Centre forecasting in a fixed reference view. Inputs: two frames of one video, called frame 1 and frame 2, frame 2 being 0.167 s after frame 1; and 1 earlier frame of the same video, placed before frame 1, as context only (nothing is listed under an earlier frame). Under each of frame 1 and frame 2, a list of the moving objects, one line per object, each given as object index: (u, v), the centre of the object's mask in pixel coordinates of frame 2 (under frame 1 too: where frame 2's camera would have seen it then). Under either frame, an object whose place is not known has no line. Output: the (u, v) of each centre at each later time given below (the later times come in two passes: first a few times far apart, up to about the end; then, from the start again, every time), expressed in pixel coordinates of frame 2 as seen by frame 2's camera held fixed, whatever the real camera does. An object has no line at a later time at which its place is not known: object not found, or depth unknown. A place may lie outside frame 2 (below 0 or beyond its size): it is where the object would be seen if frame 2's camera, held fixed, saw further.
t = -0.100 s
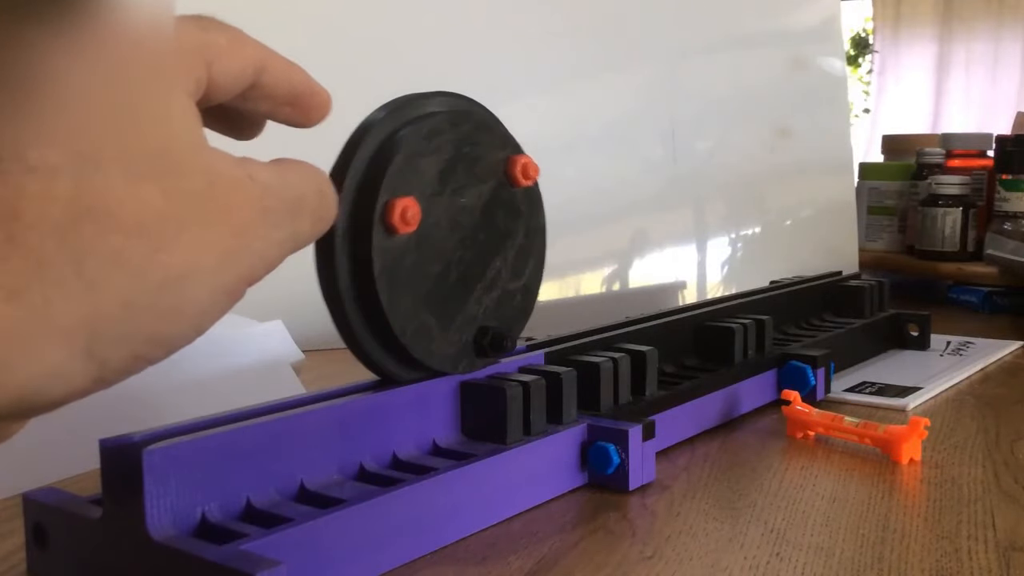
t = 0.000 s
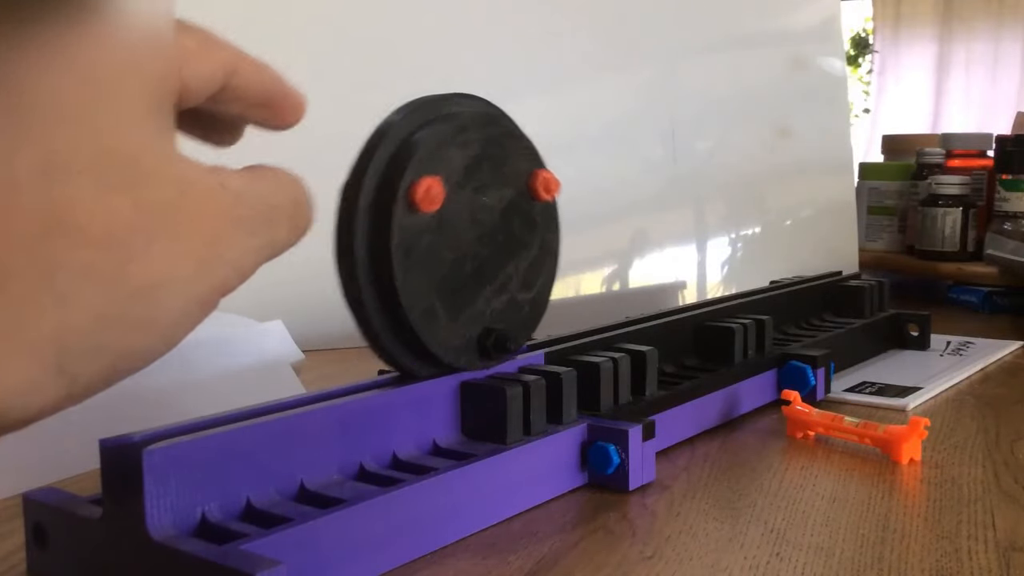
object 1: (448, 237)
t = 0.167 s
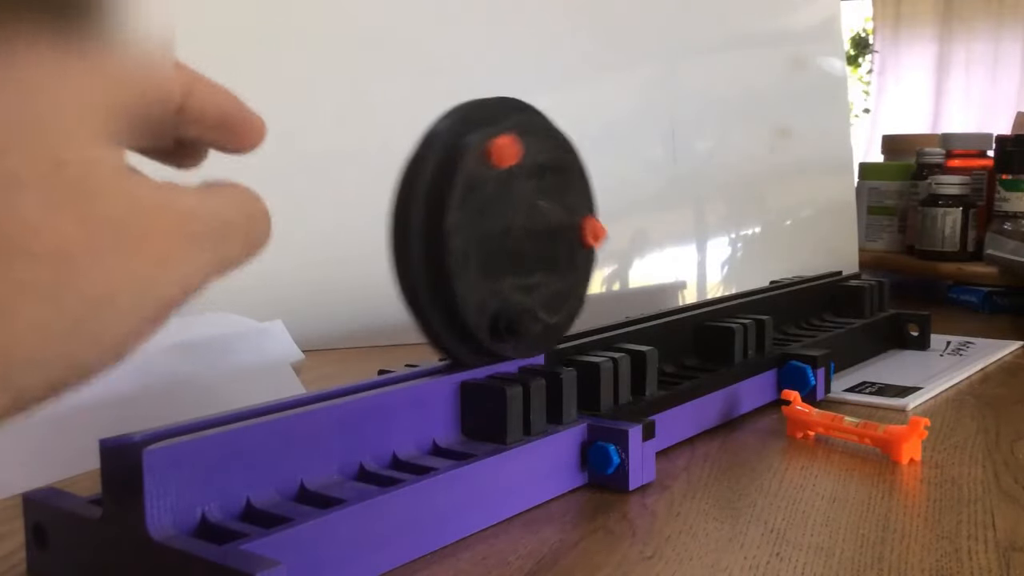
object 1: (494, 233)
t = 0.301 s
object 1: (540, 229)
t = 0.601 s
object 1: (637, 219)
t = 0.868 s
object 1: (687, 214)
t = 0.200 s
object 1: (505, 232)
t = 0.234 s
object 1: (516, 231)
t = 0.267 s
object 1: (528, 230)
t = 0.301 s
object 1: (540, 229)
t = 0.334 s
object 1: (552, 229)
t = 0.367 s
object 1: (563, 228)
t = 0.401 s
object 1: (575, 225)
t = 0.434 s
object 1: (587, 224)
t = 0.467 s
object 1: (599, 221)
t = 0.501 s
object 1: (610, 221)
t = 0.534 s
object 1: (620, 220)
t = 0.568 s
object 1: (629, 219)
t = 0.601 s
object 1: (637, 219)
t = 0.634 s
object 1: (644, 218)
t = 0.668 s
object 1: (650, 217)
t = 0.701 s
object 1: (656, 217)
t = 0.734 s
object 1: (662, 216)
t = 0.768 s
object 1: (668, 216)
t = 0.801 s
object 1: (674, 215)
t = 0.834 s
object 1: (681, 215)
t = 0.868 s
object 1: (687, 214)
